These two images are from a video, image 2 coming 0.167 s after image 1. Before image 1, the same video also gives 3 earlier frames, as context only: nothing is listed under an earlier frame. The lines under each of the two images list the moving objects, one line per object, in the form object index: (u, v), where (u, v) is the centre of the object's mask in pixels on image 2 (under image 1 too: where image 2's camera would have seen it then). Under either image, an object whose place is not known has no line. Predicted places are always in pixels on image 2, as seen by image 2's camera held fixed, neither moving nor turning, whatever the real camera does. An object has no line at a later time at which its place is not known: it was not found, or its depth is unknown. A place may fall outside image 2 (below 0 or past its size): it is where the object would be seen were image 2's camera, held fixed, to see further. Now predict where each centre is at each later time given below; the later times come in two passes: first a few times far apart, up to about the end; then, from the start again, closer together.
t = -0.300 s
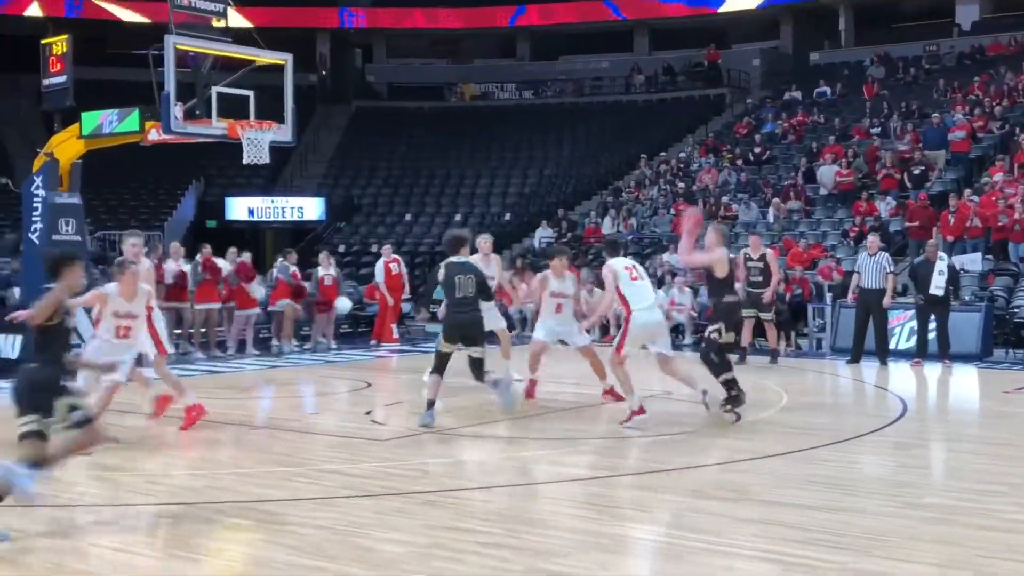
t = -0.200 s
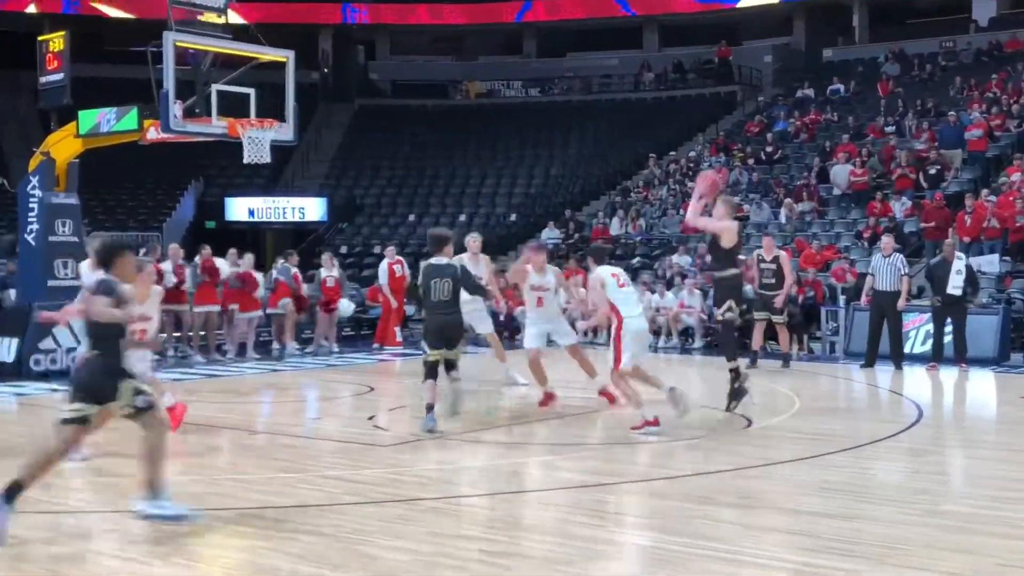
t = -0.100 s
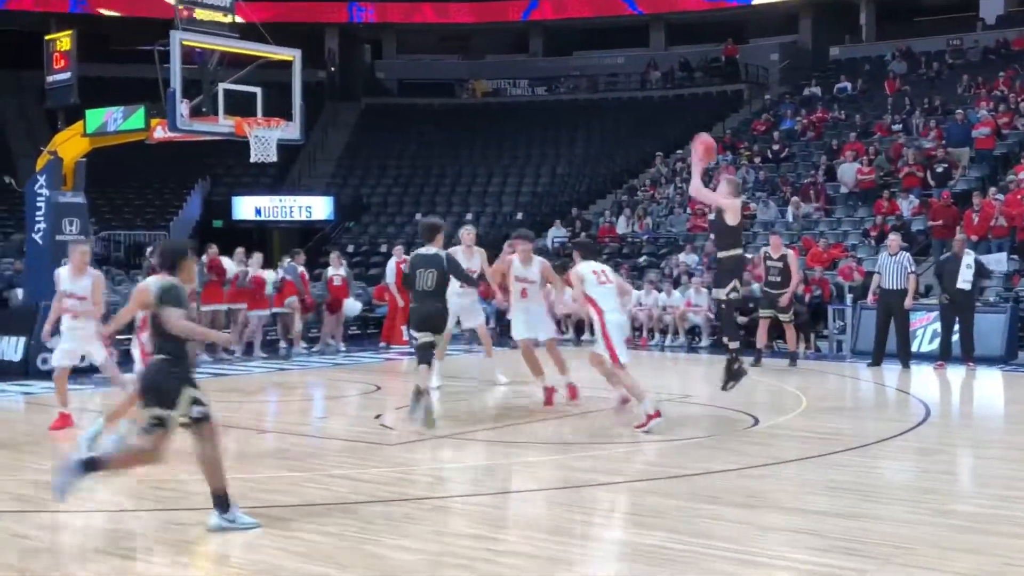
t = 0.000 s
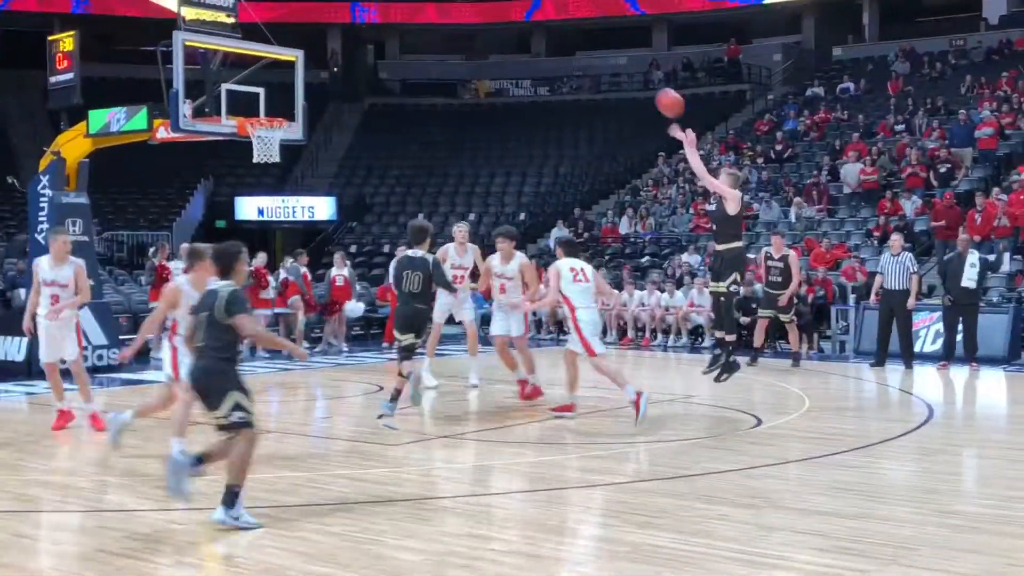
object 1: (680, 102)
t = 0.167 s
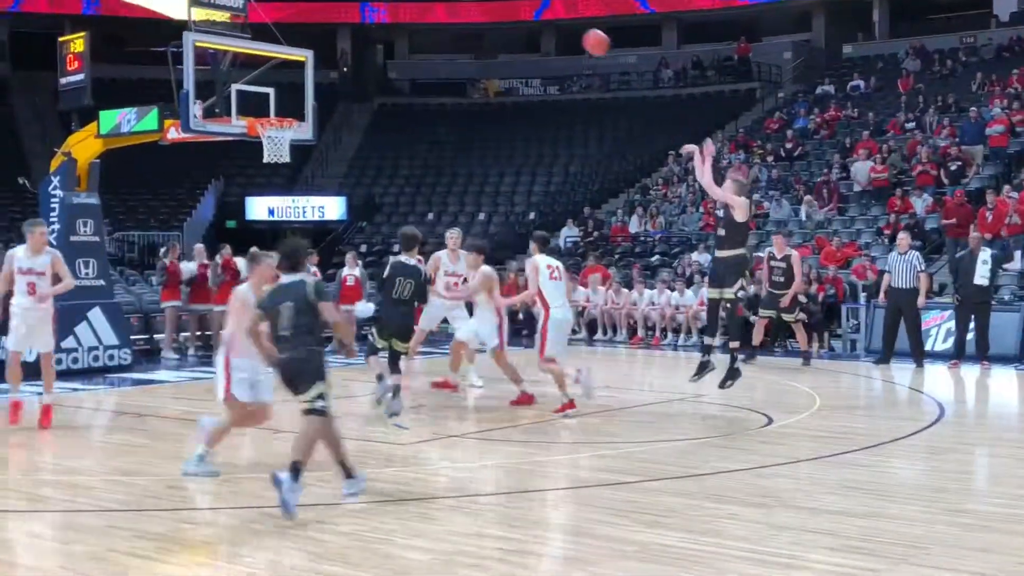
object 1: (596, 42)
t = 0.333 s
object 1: (526, 15)
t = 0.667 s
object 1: (385, 31)
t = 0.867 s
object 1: (302, 85)
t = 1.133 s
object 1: (294, 134)
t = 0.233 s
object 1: (572, 31)
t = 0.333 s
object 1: (526, 15)
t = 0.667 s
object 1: (385, 31)
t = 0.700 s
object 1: (369, 37)
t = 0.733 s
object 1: (356, 44)
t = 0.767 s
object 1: (342, 53)
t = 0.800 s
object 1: (329, 63)
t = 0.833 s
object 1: (318, 73)
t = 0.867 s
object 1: (302, 85)
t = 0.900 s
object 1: (291, 97)
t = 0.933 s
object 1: (279, 108)
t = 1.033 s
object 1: (286, 141)
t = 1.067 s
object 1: (292, 143)
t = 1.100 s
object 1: (293, 140)
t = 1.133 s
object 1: (294, 134)
